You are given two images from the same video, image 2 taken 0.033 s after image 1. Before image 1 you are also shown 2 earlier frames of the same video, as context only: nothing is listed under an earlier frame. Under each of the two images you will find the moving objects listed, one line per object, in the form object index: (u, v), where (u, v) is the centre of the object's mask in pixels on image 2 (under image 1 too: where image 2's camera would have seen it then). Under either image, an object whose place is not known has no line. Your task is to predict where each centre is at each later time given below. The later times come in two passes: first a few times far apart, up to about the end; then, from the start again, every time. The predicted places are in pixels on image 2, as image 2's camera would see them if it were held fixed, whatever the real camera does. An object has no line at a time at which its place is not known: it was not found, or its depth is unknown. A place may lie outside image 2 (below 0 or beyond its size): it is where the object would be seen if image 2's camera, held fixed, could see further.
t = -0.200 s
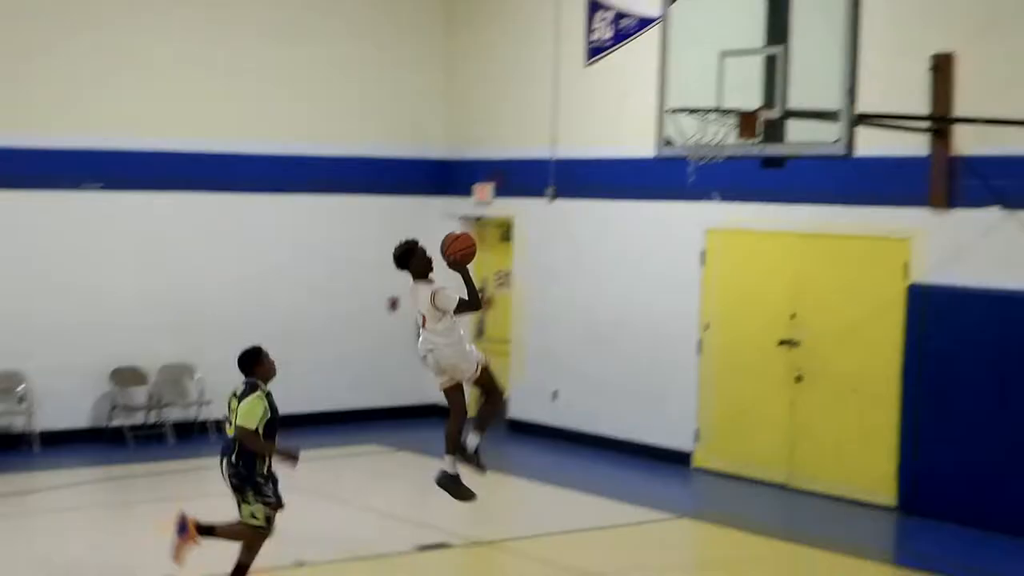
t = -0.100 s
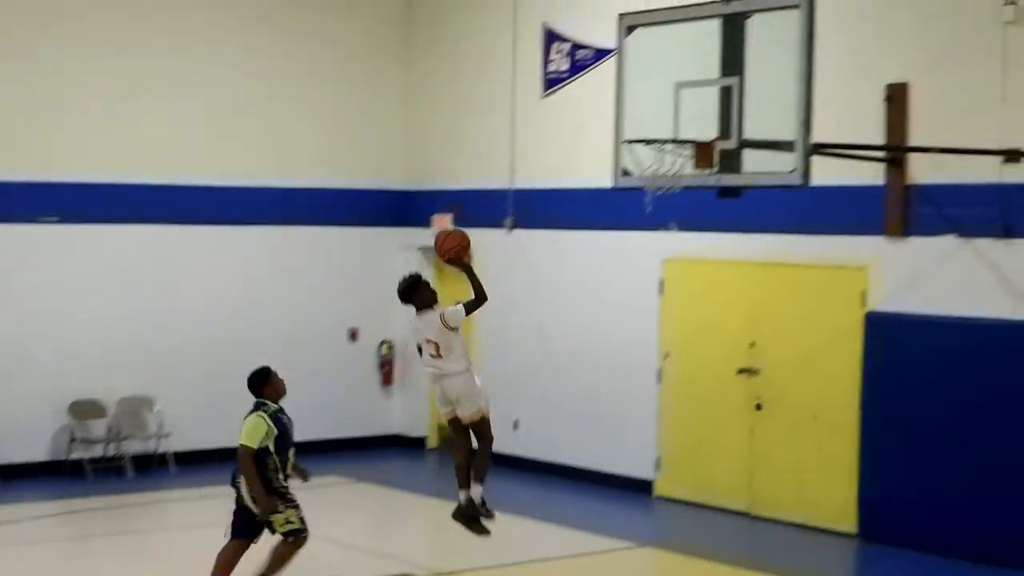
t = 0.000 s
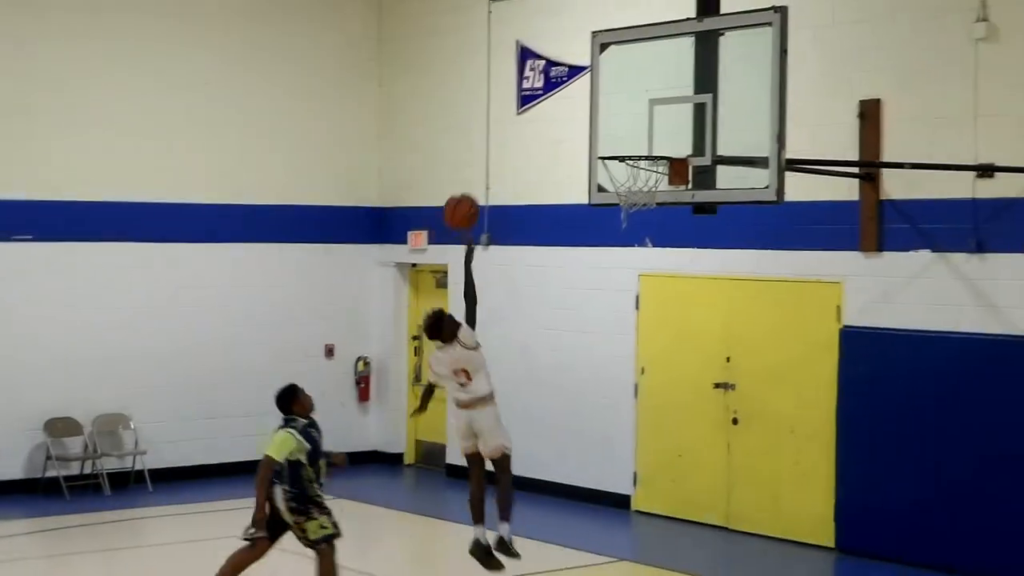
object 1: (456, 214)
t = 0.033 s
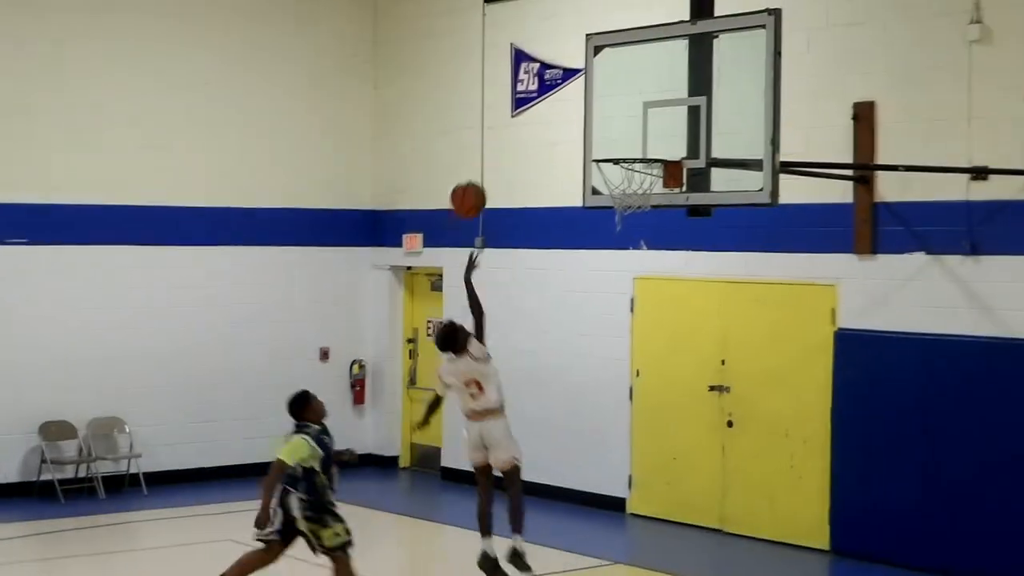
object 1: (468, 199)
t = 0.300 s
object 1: (561, 141)
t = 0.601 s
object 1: (611, 140)
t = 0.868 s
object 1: (613, 214)
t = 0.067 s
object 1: (480, 185)
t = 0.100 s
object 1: (492, 174)
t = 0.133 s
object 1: (504, 164)
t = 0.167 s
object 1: (515, 156)
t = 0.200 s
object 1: (527, 150)
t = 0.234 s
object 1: (538, 145)
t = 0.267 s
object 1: (550, 142)
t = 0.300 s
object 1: (561, 141)
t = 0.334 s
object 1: (573, 141)
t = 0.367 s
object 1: (584, 143)
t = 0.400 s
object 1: (594, 144)
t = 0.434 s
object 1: (597, 140)
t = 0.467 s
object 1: (600, 137)
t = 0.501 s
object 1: (602, 135)
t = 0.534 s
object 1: (605, 135)
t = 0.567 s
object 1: (608, 136)
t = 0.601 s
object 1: (611, 140)
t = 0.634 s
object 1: (614, 144)
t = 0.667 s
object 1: (616, 150)
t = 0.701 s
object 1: (618, 158)
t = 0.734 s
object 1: (621, 168)
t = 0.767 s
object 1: (624, 178)
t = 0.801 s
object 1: (623, 187)
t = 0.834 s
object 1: (619, 196)
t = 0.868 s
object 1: (613, 214)
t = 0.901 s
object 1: (613, 223)
